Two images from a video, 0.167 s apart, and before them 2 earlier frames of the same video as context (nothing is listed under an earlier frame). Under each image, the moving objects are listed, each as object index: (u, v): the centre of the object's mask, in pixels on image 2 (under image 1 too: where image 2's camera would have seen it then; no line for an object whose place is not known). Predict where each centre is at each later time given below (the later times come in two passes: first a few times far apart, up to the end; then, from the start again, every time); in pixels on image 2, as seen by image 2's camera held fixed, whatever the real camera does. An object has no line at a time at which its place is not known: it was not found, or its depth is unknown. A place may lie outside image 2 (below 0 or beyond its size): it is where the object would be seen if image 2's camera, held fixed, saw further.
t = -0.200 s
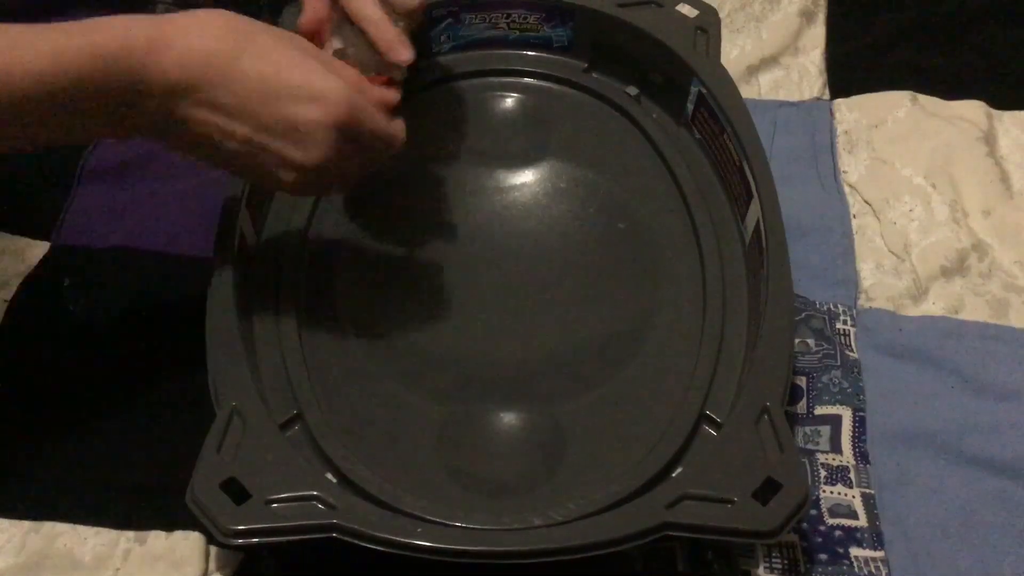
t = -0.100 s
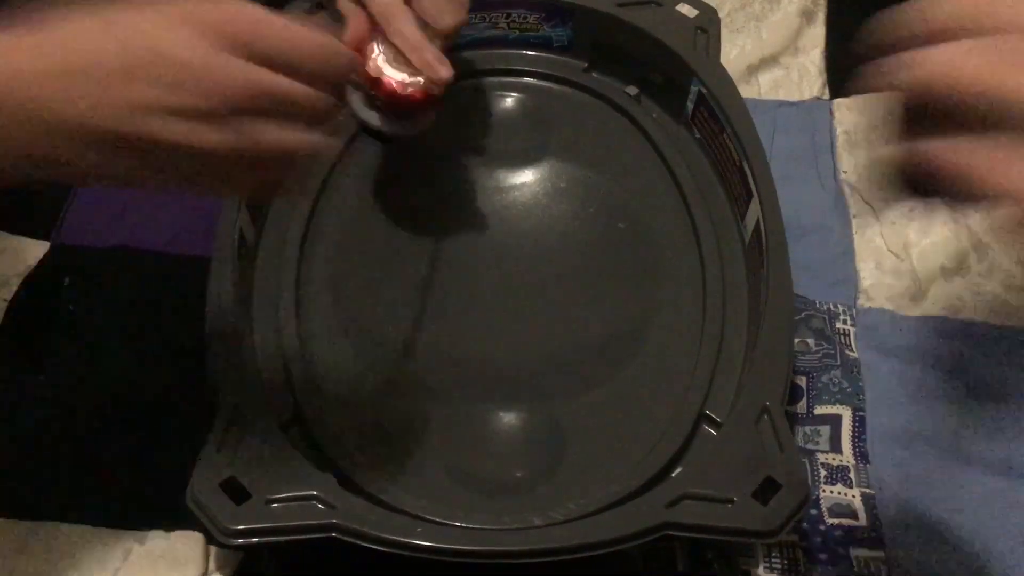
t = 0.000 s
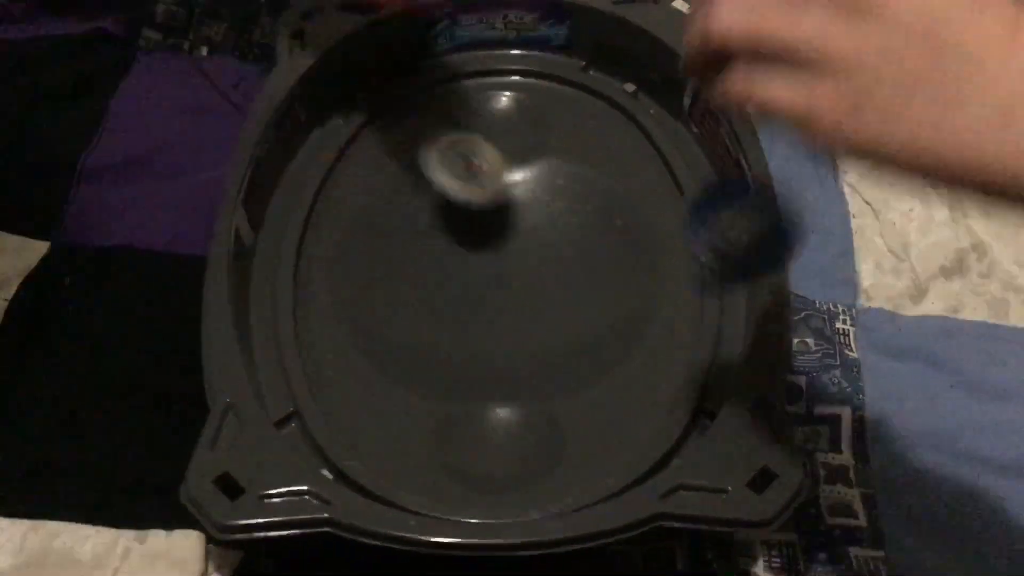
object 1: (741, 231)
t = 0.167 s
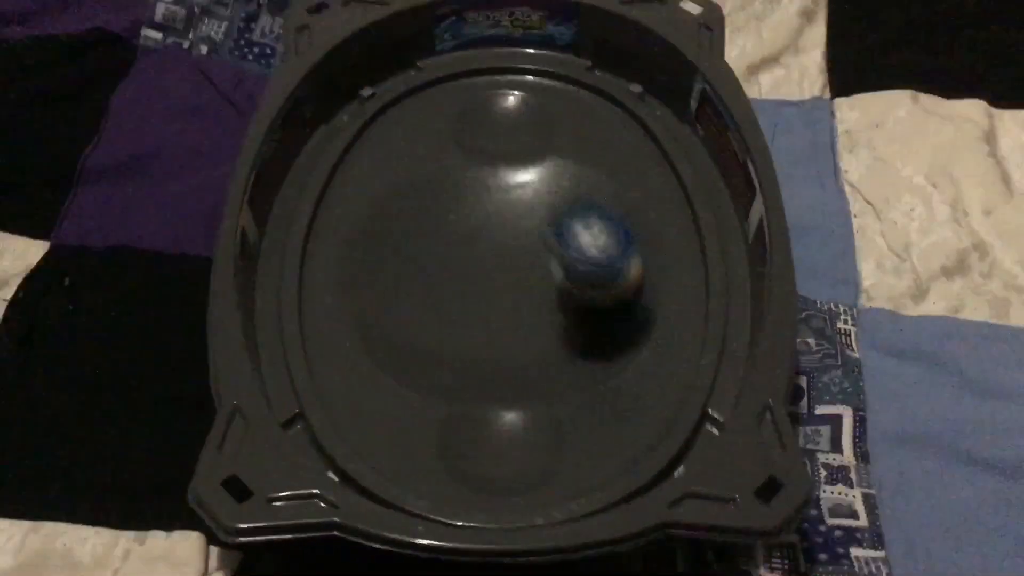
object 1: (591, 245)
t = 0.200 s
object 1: (572, 206)
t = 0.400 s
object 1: (443, 243)
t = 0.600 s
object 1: (346, 164)
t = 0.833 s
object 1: (351, 187)
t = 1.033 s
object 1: (367, 222)
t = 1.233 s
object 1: (512, 208)
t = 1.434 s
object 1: (551, 242)
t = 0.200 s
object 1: (572, 206)
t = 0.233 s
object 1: (552, 182)
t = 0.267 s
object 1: (530, 170)
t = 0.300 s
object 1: (510, 171)
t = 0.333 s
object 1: (488, 185)
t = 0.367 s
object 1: (469, 211)
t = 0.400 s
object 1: (443, 243)
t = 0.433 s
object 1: (409, 233)
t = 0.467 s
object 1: (385, 217)
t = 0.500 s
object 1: (368, 197)
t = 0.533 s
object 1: (358, 183)
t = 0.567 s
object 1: (351, 172)
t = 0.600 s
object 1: (346, 164)
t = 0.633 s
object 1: (353, 162)
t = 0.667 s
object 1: (356, 159)
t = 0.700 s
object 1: (358, 160)
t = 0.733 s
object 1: (360, 163)
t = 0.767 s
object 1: (359, 170)
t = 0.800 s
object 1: (355, 177)
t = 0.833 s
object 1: (351, 187)
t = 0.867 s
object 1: (346, 196)
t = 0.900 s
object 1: (343, 204)
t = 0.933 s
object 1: (343, 211)
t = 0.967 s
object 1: (345, 215)
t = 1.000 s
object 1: (351, 218)
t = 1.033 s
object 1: (367, 222)
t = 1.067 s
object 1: (389, 224)
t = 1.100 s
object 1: (411, 223)
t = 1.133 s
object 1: (430, 215)
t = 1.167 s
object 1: (453, 208)
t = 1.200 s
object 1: (480, 207)
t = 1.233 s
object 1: (512, 208)
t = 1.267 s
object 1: (543, 215)
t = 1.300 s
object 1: (563, 218)
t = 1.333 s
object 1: (567, 220)
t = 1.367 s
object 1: (566, 225)
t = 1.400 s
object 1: (560, 233)
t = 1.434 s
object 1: (551, 242)
